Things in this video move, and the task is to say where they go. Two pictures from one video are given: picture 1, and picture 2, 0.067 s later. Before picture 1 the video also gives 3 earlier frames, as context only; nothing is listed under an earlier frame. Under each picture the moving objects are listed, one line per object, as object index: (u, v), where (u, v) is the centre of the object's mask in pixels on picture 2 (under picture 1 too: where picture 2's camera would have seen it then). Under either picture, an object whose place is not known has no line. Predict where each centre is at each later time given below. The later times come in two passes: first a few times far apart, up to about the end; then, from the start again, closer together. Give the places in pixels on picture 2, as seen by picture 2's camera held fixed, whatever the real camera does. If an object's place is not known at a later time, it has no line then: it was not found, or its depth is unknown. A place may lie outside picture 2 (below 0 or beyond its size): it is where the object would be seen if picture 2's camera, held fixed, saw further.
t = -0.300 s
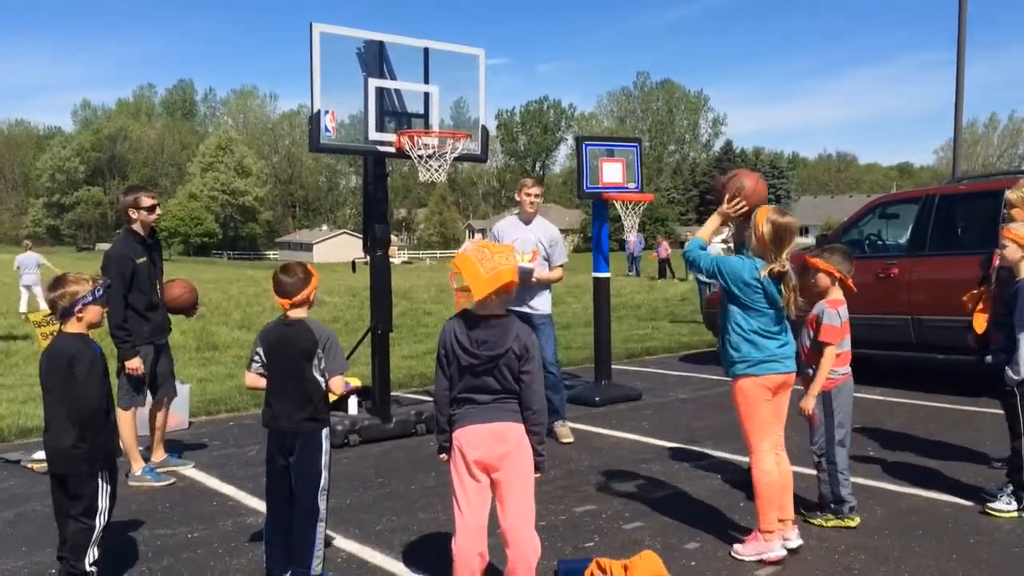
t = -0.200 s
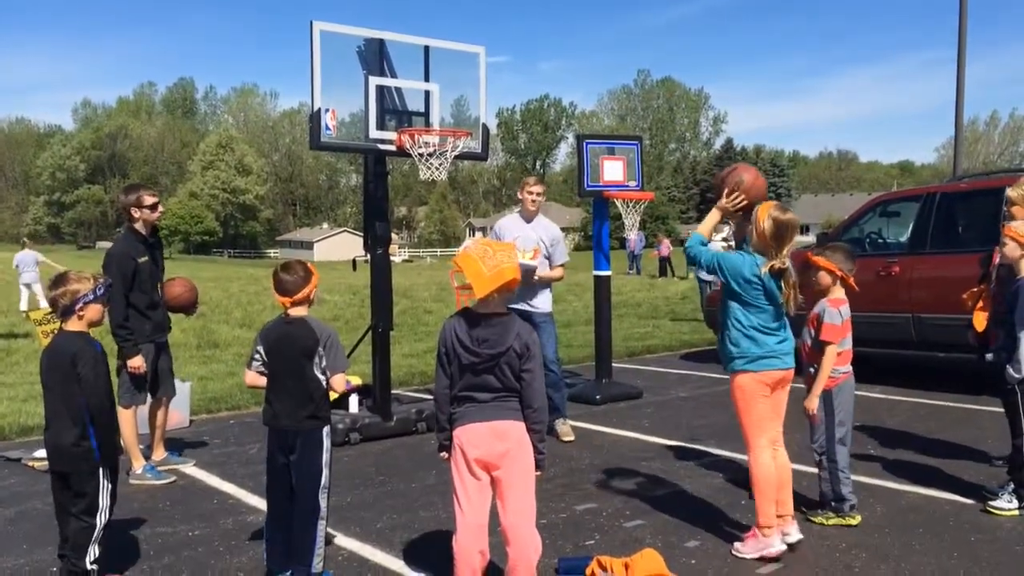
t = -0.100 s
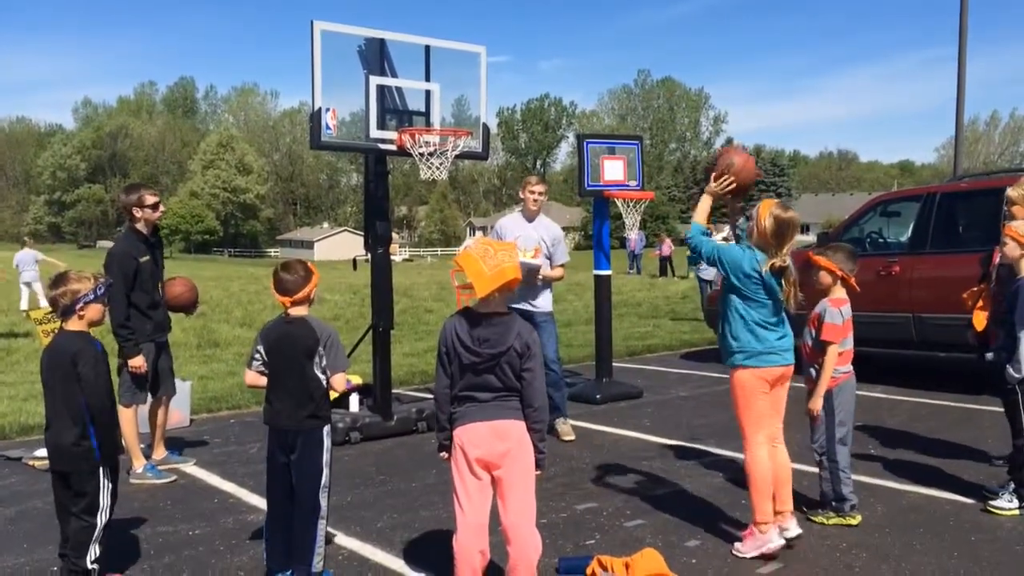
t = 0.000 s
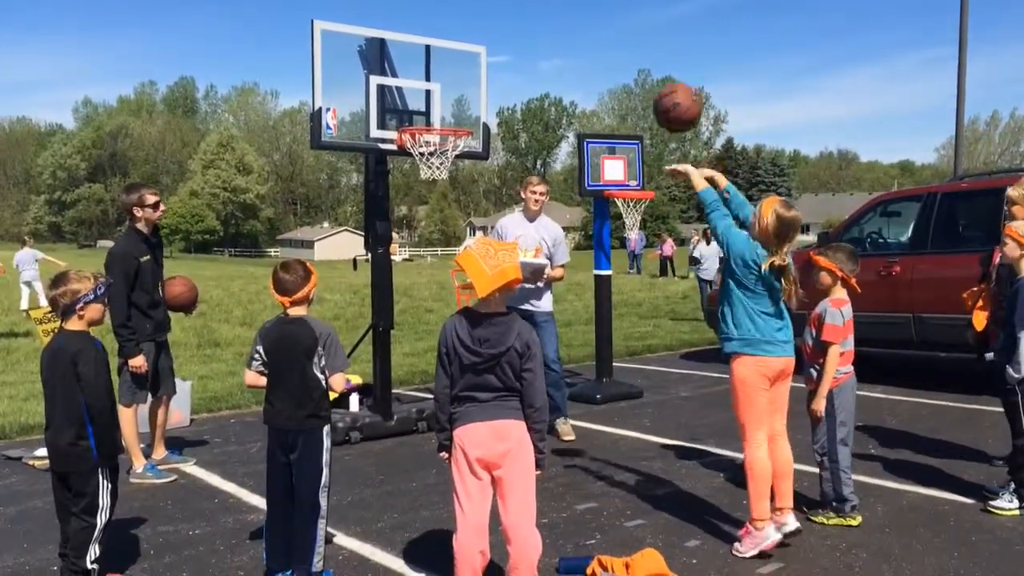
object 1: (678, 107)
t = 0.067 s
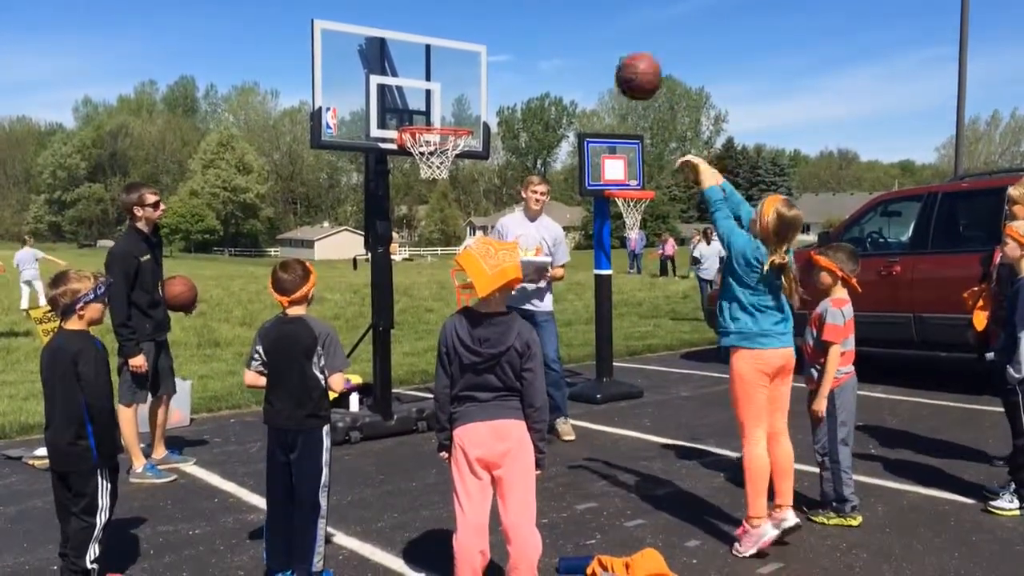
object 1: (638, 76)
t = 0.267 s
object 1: (540, 49)
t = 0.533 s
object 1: (444, 113)
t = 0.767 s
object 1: (452, 114)
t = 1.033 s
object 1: (443, 117)
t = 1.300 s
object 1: (429, 212)
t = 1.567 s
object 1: (416, 390)
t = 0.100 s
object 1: (620, 65)
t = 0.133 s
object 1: (602, 57)
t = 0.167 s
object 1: (586, 52)
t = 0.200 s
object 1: (569, 49)
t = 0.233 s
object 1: (554, 48)
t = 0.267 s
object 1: (540, 49)
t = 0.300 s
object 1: (526, 52)
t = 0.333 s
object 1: (512, 57)
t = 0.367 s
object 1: (499, 63)
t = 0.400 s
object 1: (487, 71)
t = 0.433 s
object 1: (475, 80)
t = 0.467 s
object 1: (464, 90)
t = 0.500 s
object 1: (453, 102)
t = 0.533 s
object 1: (444, 113)
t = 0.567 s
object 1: (436, 124)
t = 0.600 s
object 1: (433, 118)
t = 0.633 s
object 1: (431, 118)
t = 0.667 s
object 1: (433, 116)
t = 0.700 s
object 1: (440, 114)
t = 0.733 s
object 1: (445, 113)
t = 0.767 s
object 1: (452, 114)
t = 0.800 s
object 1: (457, 116)
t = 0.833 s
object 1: (455, 112)
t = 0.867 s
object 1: (453, 110)
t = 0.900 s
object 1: (451, 109)
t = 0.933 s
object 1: (449, 110)
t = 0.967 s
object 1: (447, 111)
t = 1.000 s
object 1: (444, 114)
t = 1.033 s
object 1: (443, 117)
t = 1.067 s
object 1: (441, 127)
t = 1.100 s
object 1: (439, 135)
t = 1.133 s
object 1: (437, 141)
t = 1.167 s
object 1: (434, 151)
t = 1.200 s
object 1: (434, 168)
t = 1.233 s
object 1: (433, 184)
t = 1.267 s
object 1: (432, 196)
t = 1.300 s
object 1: (429, 212)
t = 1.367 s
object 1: (426, 248)
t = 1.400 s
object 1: (424, 269)
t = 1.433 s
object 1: (422, 291)
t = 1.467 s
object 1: (420, 314)
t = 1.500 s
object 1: (419, 337)
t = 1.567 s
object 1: (416, 390)
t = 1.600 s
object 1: (413, 417)
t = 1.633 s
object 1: (413, 435)
